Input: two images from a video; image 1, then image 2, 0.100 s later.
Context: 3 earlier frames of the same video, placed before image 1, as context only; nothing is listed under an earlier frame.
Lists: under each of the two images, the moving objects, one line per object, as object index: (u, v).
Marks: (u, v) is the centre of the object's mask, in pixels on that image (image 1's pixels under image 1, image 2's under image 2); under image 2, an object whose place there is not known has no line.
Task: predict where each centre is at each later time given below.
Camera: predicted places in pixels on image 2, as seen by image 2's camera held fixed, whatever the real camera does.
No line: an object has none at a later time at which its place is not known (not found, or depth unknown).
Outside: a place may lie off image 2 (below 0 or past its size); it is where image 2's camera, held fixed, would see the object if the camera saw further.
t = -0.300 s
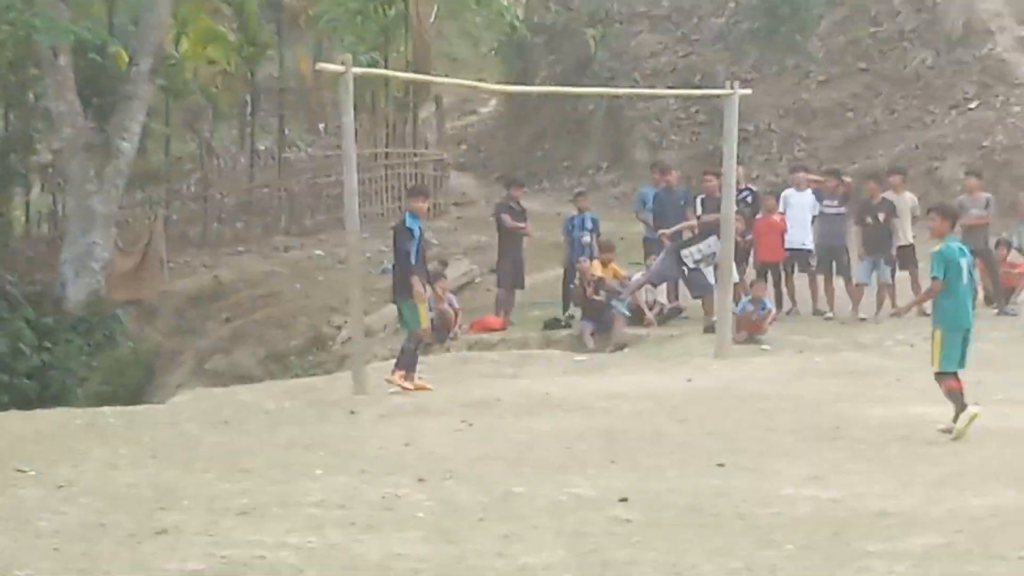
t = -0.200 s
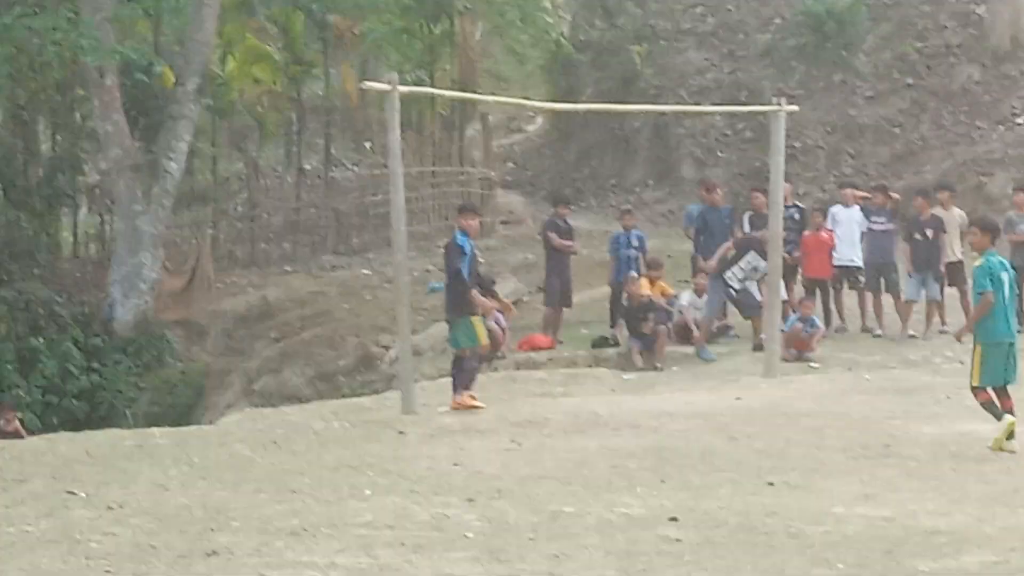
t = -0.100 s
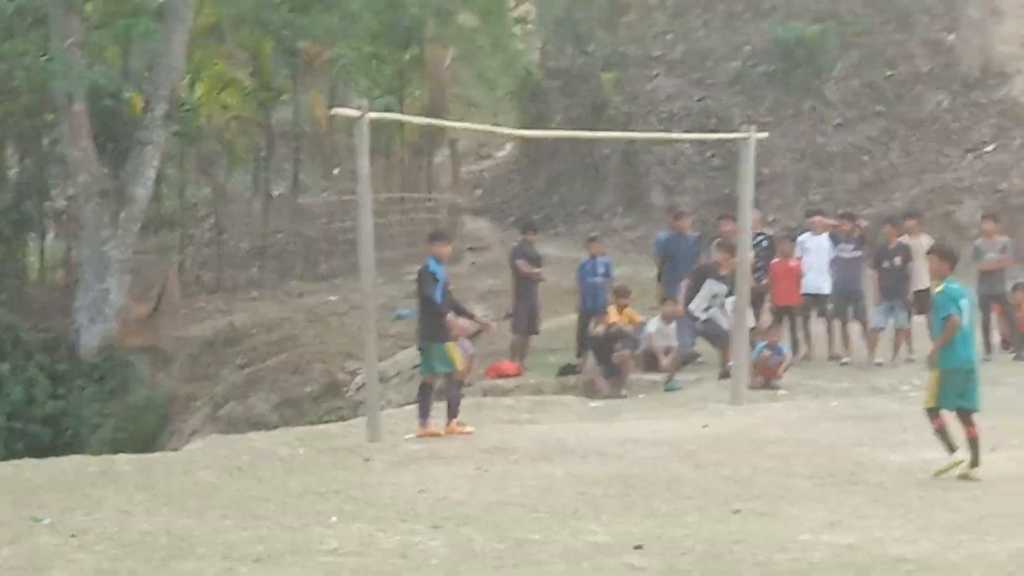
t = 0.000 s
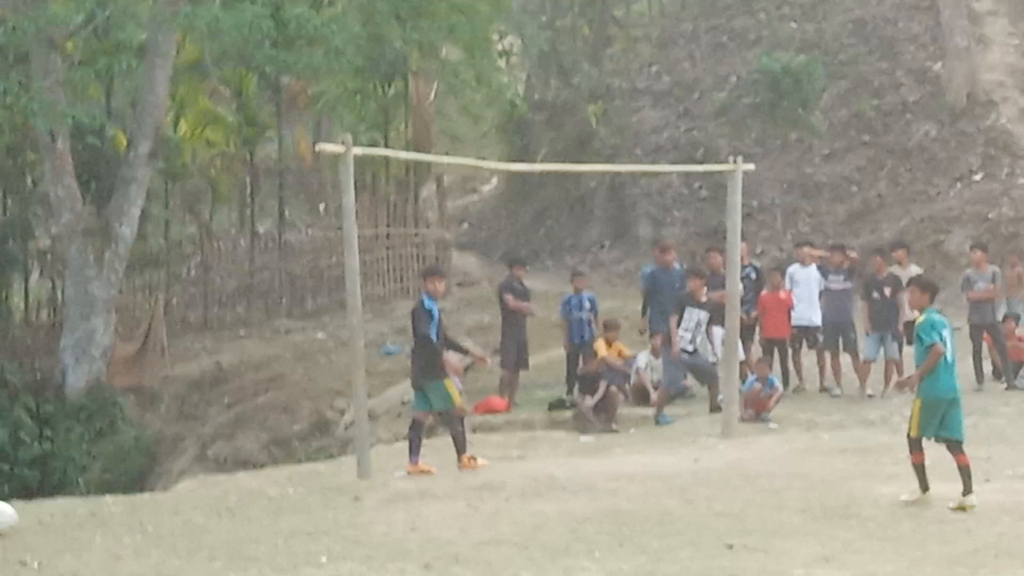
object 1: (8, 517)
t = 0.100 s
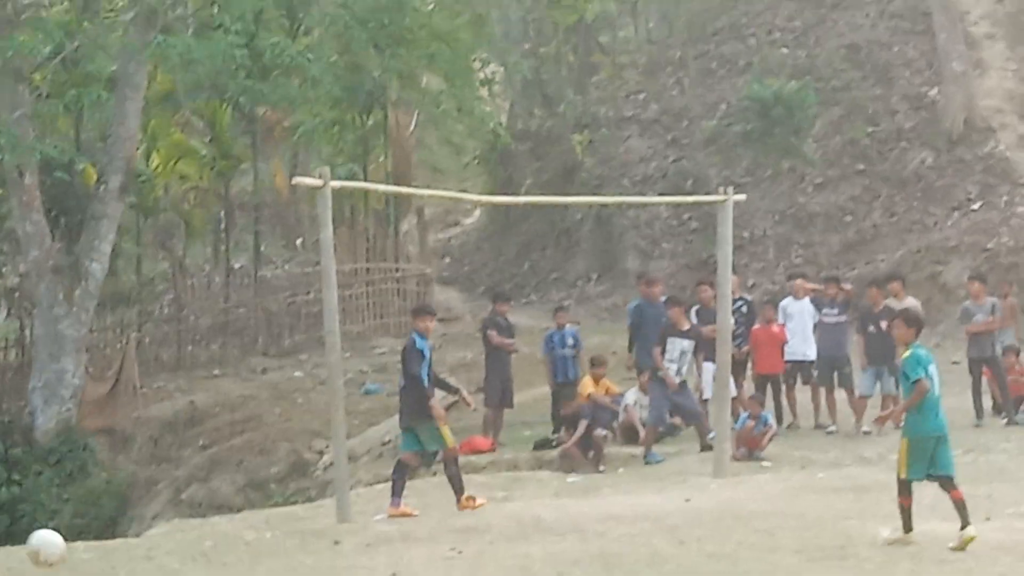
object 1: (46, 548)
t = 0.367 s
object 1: (245, 557)
